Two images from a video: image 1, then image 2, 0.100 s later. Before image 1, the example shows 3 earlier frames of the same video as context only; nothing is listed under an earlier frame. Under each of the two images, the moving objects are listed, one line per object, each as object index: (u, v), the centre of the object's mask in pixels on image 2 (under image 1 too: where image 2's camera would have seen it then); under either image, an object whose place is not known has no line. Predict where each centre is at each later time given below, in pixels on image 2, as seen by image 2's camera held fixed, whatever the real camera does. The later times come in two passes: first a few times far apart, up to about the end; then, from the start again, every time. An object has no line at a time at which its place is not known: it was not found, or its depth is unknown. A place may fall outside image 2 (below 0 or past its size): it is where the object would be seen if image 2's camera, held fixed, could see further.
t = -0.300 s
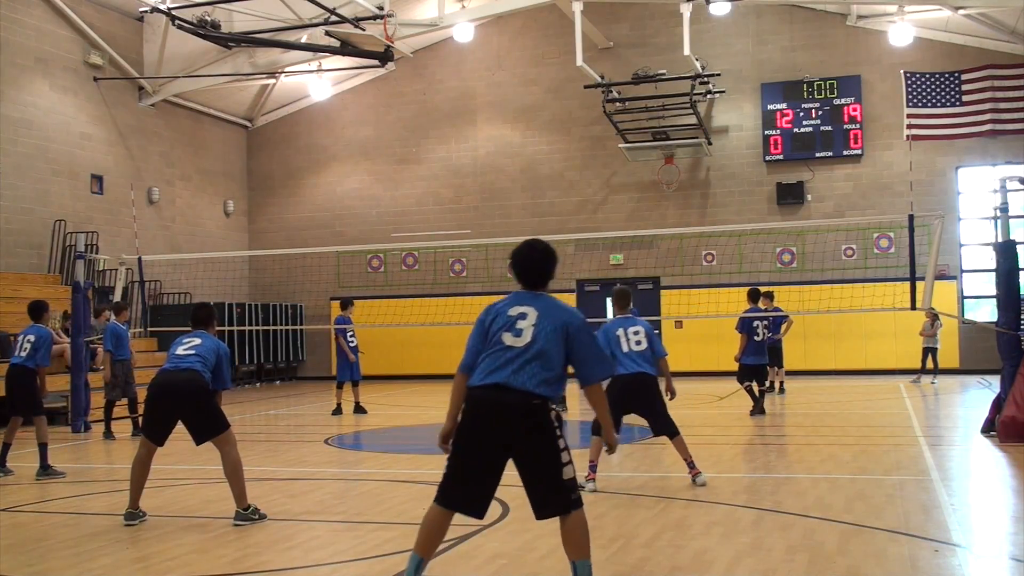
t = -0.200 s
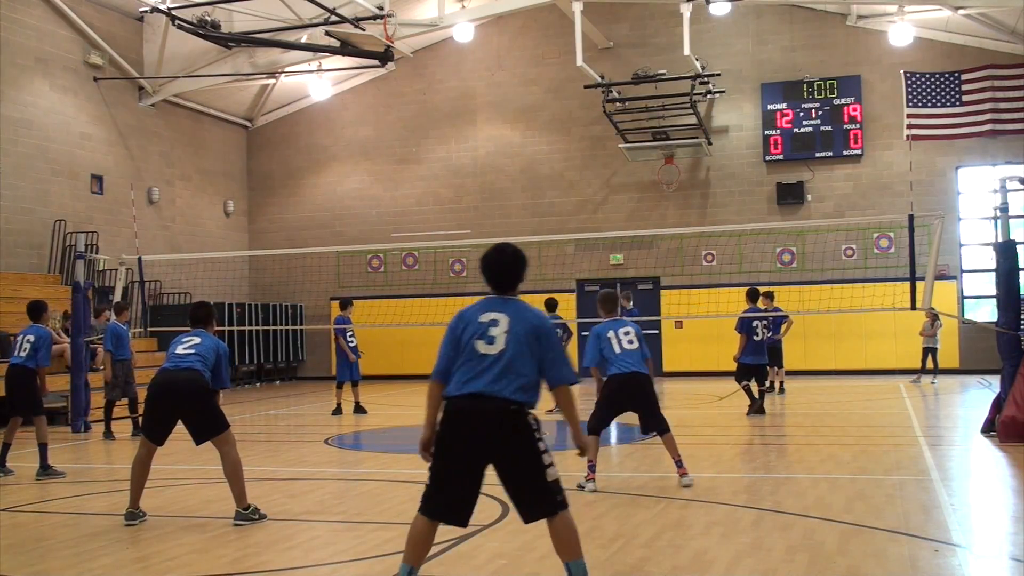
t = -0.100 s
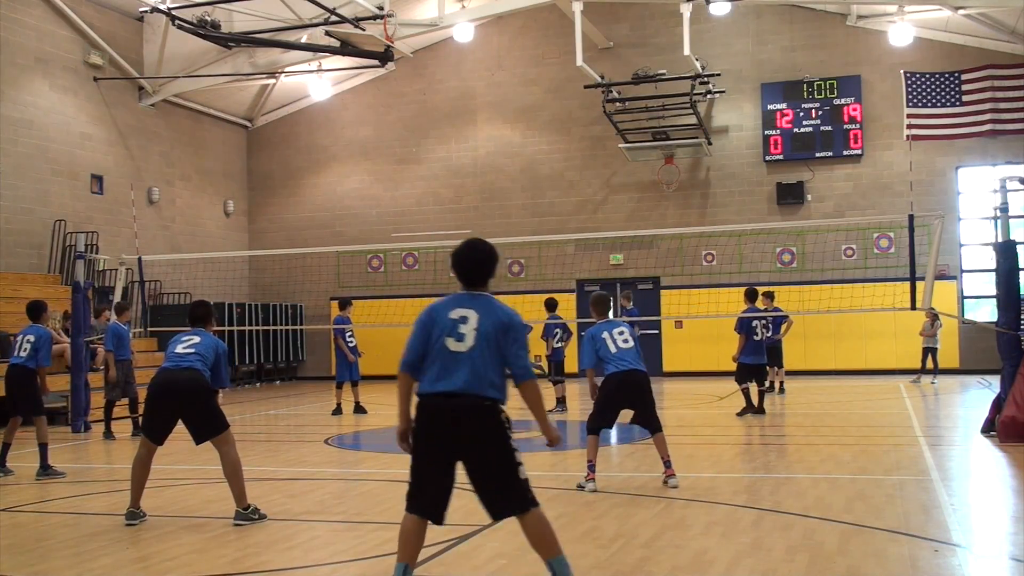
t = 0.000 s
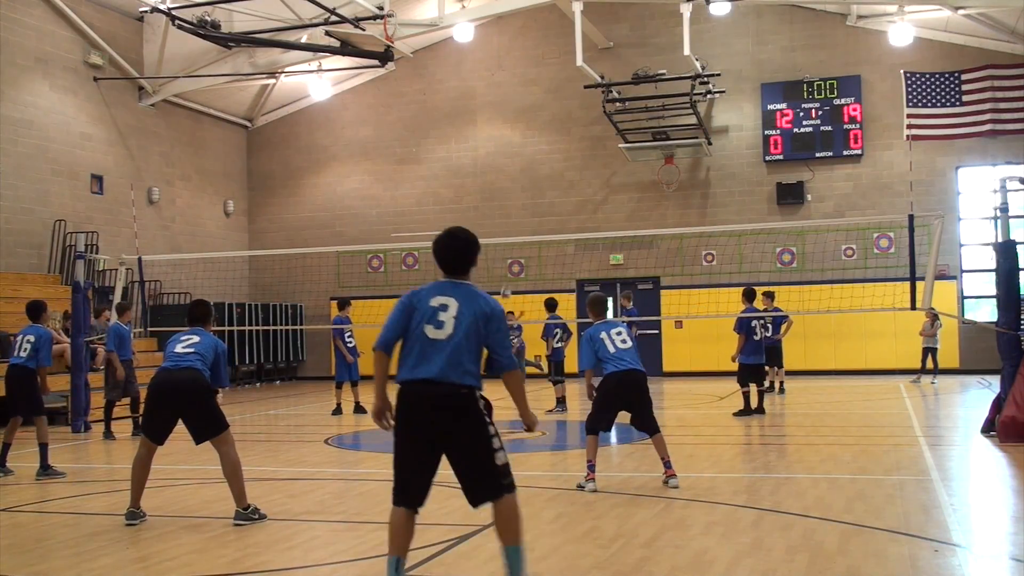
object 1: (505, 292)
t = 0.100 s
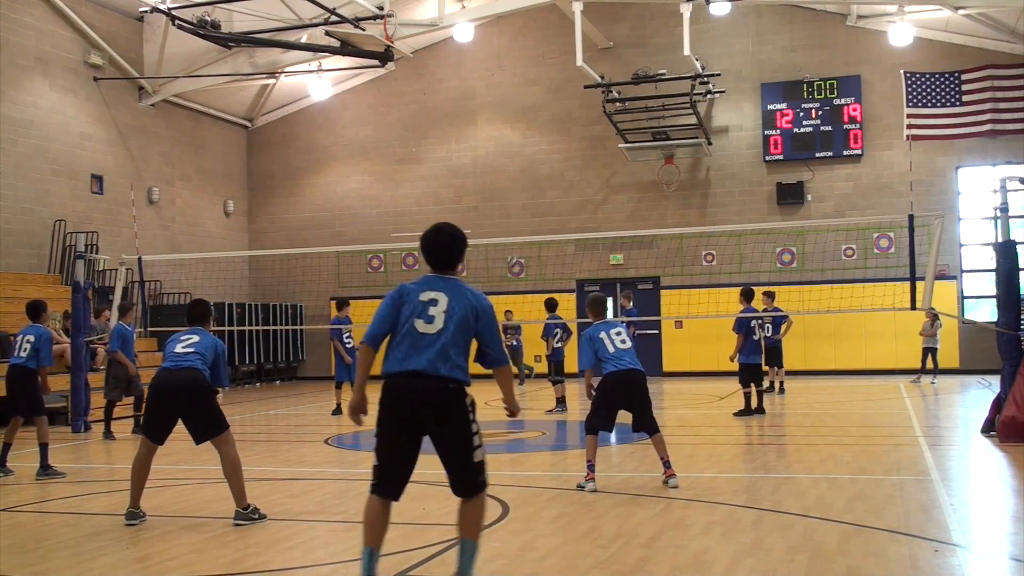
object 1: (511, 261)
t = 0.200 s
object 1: (521, 232)
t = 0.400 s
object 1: (540, 185)
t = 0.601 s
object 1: (564, 159)
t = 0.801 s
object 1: (594, 163)
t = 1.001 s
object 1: (628, 207)
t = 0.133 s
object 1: (515, 252)
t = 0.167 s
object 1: (518, 245)
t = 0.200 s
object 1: (521, 232)
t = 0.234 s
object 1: (525, 224)
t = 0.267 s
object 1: (527, 215)
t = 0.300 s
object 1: (531, 207)
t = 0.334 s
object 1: (534, 199)
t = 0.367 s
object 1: (537, 192)
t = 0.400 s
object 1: (540, 185)
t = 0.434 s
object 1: (543, 180)
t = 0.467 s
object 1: (547, 174)
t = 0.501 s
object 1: (550, 169)
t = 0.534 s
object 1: (555, 165)
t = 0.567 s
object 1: (559, 161)
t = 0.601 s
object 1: (564, 159)
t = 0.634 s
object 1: (568, 157)
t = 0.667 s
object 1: (573, 156)
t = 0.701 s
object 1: (578, 157)
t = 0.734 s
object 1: (583, 158)
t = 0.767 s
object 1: (588, 160)
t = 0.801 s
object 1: (594, 163)
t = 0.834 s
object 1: (599, 167)
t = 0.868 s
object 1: (605, 173)
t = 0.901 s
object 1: (610, 179)
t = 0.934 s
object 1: (616, 187)
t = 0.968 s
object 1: (622, 197)
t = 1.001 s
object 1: (628, 207)
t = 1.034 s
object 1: (635, 219)
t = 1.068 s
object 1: (642, 233)
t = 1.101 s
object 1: (650, 249)
